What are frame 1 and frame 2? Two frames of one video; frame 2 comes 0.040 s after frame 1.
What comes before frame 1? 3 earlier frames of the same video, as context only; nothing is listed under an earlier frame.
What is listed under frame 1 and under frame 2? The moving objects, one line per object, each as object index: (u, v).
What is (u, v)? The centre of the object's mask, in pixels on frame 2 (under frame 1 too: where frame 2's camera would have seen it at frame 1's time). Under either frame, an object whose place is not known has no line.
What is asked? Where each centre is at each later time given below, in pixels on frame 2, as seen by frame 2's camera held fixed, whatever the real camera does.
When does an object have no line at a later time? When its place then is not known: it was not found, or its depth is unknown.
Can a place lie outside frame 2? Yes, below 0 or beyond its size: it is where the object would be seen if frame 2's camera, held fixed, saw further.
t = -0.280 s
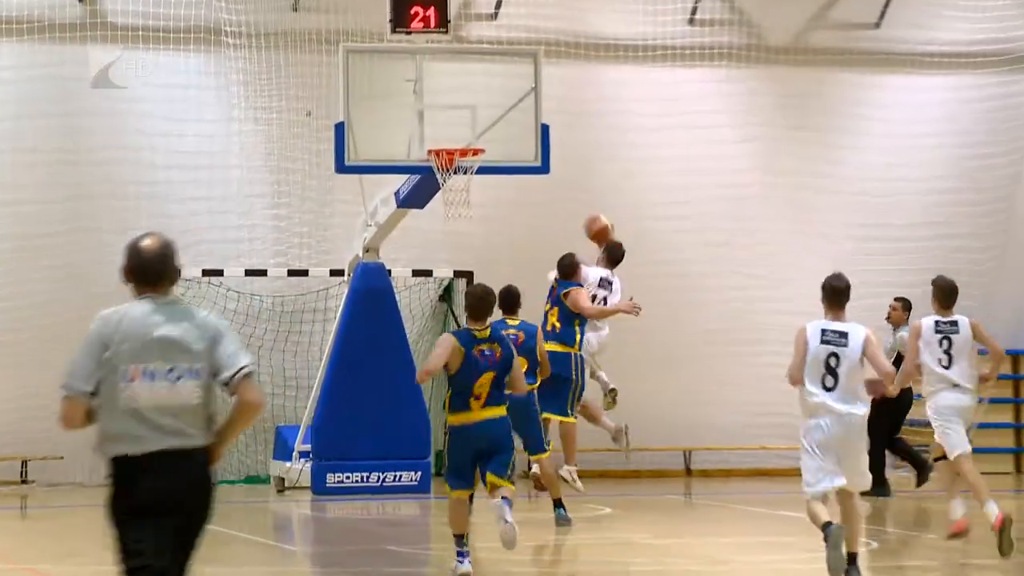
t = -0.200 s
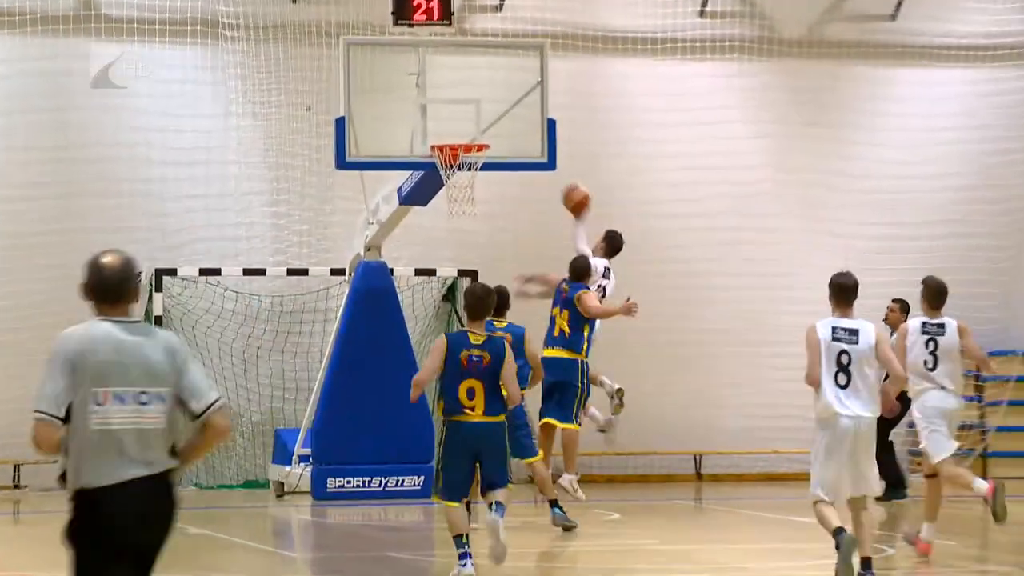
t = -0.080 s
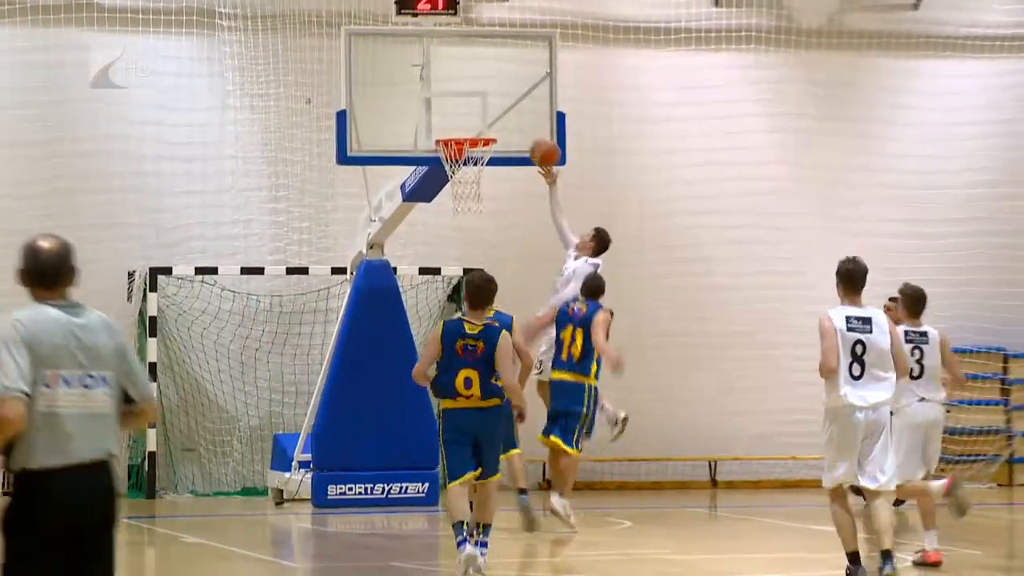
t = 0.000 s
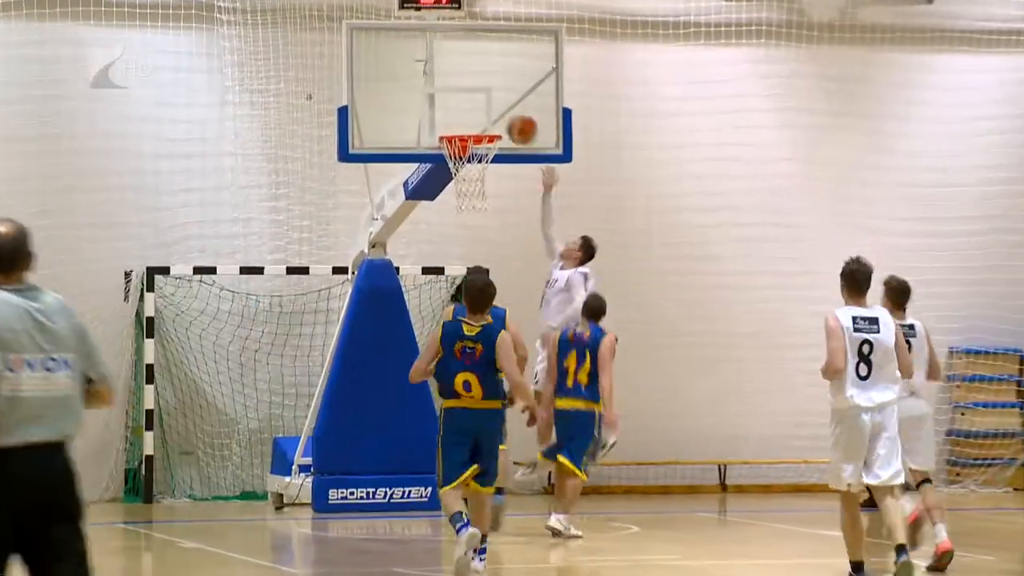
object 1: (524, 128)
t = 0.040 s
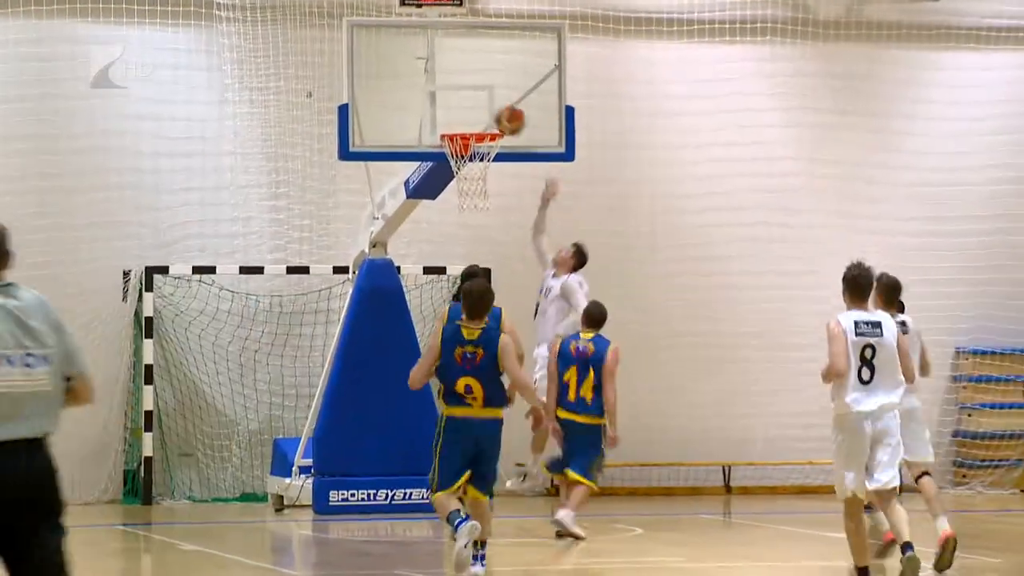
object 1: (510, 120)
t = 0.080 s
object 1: (501, 115)
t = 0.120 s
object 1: (497, 111)
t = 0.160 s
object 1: (493, 109)
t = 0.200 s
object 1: (488, 108)
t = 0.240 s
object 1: (484, 110)
